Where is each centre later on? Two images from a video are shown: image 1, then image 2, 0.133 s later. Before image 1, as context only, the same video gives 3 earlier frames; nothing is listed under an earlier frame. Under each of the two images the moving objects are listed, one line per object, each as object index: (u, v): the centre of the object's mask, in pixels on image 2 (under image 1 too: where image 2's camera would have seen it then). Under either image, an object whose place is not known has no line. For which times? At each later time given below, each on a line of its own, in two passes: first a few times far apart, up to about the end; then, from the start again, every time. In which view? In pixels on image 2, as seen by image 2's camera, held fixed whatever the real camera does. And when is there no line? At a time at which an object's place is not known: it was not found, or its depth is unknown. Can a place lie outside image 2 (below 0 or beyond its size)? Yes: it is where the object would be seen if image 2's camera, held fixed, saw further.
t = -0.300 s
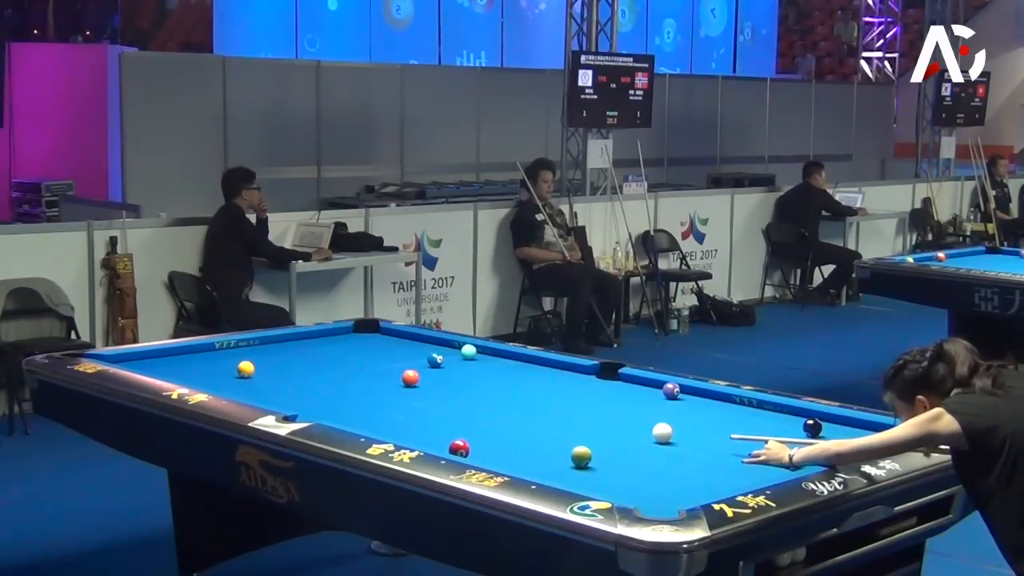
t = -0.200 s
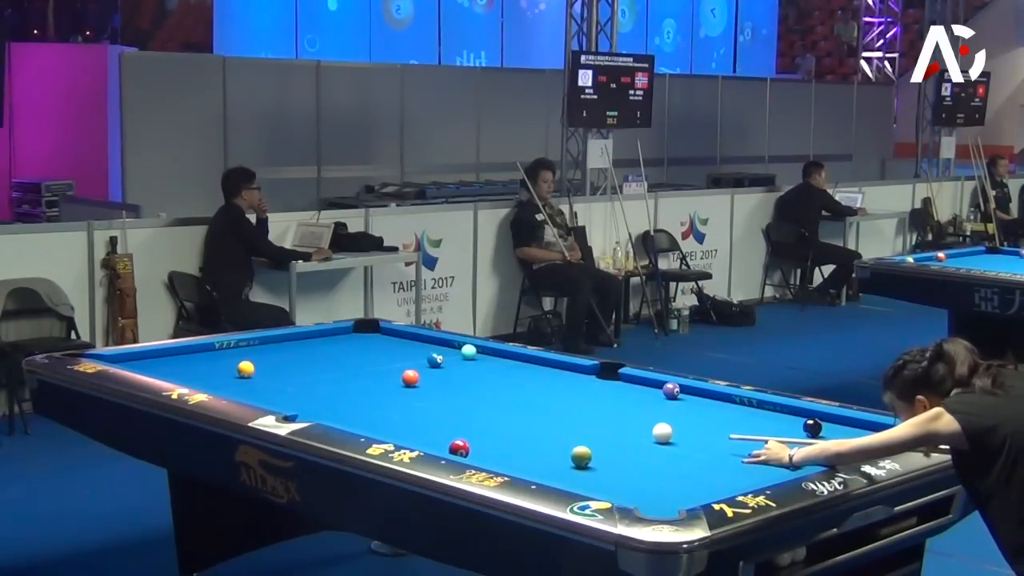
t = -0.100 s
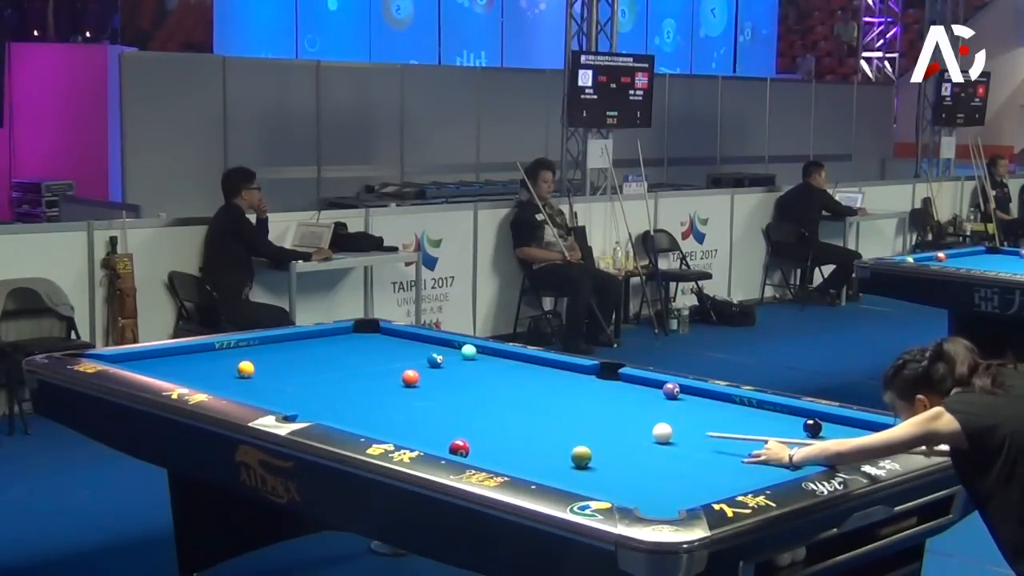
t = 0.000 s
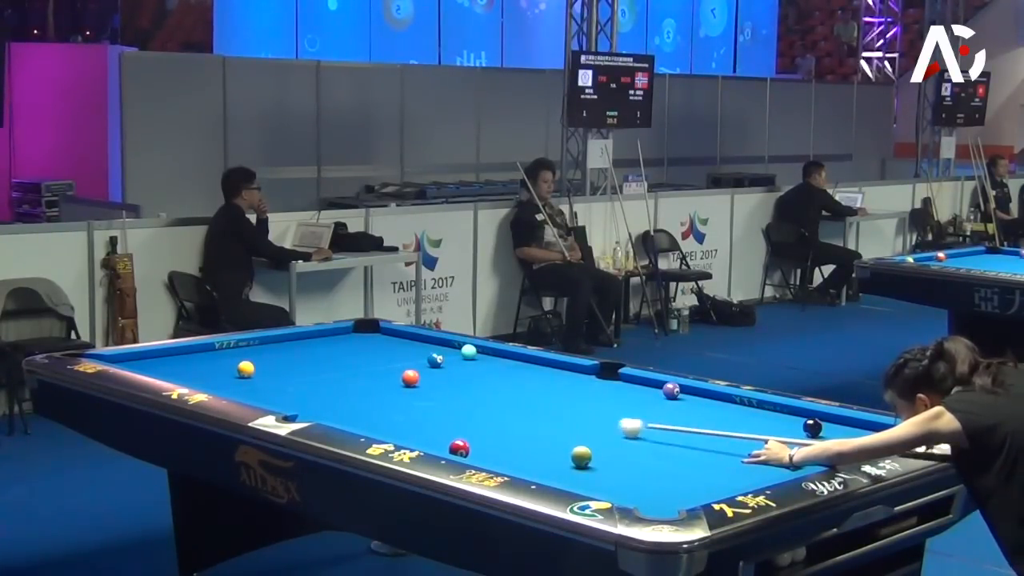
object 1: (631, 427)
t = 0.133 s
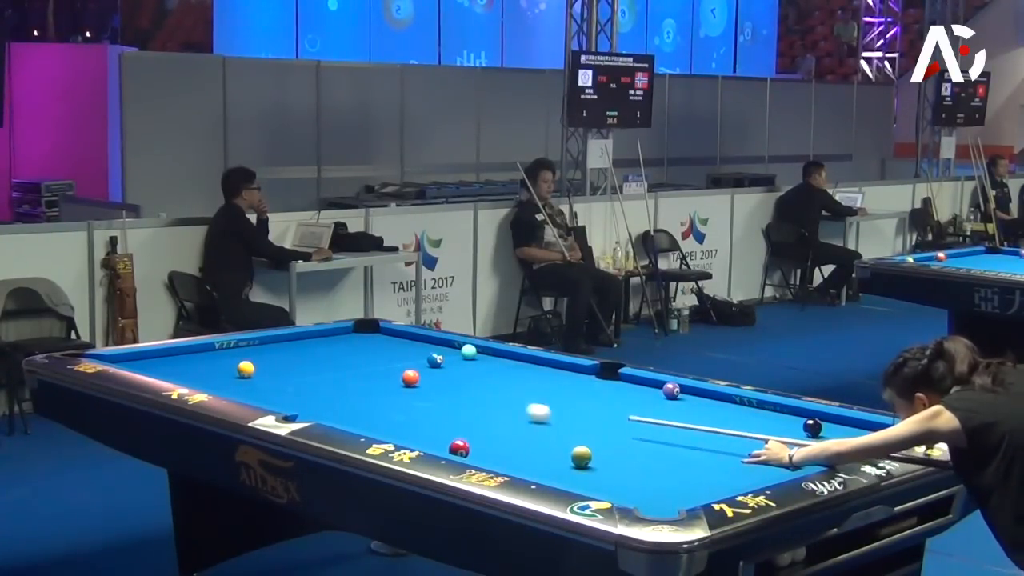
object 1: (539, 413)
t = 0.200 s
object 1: (495, 406)
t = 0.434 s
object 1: (355, 385)
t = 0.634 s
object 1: (263, 369)
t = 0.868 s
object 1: (259, 358)
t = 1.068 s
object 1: (245, 349)
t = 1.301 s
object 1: (247, 344)
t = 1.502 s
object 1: (268, 347)
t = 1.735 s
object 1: (292, 350)
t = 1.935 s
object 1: (312, 353)
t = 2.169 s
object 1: (335, 355)
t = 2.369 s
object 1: (353, 358)
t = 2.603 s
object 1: (374, 360)
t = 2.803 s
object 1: (391, 362)
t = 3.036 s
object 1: (411, 363)
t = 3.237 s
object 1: (426, 366)
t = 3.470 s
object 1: (444, 369)
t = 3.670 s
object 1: (458, 370)
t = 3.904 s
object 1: (474, 372)
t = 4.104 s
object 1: (487, 374)
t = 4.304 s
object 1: (499, 375)
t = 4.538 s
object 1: (512, 377)
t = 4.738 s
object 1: (522, 378)
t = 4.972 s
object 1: (533, 380)
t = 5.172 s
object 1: (542, 381)
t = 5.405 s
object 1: (551, 382)
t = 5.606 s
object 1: (558, 383)
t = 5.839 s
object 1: (565, 384)
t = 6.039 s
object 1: (570, 384)
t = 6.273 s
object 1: (576, 385)
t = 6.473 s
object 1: (579, 385)
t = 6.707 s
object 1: (582, 385)
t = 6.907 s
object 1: (583, 386)
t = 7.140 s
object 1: (584, 386)
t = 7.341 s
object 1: (584, 386)
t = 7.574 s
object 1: (584, 386)
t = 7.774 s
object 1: (584, 386)
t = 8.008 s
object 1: (584, 386)
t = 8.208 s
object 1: (584, 386)
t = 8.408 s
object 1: (584, 386)
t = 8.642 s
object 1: (584, 386)
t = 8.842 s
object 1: (584, 386)
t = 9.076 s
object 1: (584, 386)
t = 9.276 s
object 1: (584, 386)
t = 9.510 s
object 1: (584, 386)
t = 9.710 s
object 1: (584, 386)
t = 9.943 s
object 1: (584, 386)
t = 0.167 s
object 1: (517, 410)
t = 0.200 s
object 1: (495, 406)
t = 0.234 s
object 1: (474, 403)
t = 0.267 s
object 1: (454, 400)
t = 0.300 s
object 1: (433, 397)
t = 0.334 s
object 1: (413, 394)
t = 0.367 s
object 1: (393, 391)
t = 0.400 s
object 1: (374, 388)
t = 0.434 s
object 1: (355, 385)
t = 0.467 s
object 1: (337, 382)
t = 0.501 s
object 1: (319, 379)
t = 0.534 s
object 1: (301, 376)
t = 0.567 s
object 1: (283, 374)
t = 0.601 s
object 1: (266, 371)
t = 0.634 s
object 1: (263, 369)
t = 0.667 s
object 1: (264, 368)
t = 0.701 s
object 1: (265, 366)
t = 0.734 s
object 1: (265, 364)
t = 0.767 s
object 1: (264, 363)
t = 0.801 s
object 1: (263, 361)
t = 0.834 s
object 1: (262, 360)
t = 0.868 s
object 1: (259, 358)
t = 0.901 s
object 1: (257, 357)
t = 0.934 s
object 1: (255, 355)
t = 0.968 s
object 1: (252, 353)
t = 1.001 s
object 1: (250, 352)
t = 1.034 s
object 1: (247, 350)
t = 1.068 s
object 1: (245, 349)
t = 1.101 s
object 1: (243, 347)
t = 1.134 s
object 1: (240, 346)
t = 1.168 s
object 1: (238, 344)
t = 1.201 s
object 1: (236, 343)
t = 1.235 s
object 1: (238, 343)
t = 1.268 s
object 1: (242, 344)
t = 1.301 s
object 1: (247, 344)
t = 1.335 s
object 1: (251, 345)
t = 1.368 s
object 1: (254, 345)
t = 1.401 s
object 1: (258, 346)
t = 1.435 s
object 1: (261, 346)
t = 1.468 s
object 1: (265, 347)
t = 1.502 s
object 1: (268, 347)
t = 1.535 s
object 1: (272, 348)
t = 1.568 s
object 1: (275, 348)
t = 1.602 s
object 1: (279, 349)
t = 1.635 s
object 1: (282, 349)
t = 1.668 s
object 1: (285, 349)
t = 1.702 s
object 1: (289, 350)
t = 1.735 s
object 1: (292, 350)
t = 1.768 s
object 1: (295, 351)
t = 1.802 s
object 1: (299, 351)
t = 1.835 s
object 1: (302, 351)
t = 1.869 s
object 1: (305, 352)
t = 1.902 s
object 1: (309, 352)
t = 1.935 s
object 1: (312, 353)
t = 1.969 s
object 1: (315, 353)
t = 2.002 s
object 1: (318, 353)
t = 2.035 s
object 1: (322, 354)
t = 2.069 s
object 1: (325, 354)
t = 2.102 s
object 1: (328, 355)
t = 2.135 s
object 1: (331, 355)
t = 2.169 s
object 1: (335, 355)
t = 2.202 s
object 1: (338, 356)
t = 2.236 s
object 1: (341, 356)
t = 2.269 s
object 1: (344, 356)
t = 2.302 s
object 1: (347, 357)
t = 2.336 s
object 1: (350, 357)
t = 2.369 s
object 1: (353, 358)
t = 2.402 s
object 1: (356, 358)
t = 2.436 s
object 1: (359, 358)
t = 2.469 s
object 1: (362, 359)
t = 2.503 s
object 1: (365, 359)
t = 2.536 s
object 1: (368, 360)
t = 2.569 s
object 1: (371, 360)
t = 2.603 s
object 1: (374, 360)
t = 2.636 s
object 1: (377, 361)
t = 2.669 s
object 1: (380, 361)
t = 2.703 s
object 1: (383, 361)
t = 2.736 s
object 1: (386, 362)
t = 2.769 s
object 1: (388, 362)
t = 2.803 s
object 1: (391, 362)
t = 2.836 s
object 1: (394, 362)
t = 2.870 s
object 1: (397, 363)
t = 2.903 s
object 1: (400, 363)
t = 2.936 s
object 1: (402, 363)
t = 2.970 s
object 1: (405, 363)
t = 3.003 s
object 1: (408, 363)
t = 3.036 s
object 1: (411, 363)
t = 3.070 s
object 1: (414, 364)
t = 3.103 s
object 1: (416, 364)
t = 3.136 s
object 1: (419, 365)
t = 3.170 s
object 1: (422, 366)
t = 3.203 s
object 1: (424, 366)
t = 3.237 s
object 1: (426, 366)
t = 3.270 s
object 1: (429, 367)
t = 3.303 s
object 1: (432, 367)
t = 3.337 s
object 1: (434, 367)
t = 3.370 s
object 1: (437, 368)
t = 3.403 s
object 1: (439, 368)
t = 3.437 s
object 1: (441, 368)
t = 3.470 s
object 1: (444, 369)
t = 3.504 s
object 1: (447, 369)
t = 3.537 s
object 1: (449, 369)
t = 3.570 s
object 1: (451, 369)
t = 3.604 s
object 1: (454, 369)
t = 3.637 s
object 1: (456, 370)
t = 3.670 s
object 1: (458, 370)
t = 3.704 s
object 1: (461, 370)
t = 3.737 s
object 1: (463, 371)
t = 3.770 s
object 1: (465, 371)
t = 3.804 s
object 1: (467, 371)
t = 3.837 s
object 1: (470, 372)
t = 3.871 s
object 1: (472, 372)
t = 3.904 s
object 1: (474, 372)
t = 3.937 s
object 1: (476, 372)
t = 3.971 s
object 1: (478, 373)
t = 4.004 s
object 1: (480, 373)
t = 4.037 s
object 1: (482, 373)
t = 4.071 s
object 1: (485, 373)
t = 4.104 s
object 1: (487, 374)
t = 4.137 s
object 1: (489, 374)
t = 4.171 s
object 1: (491, 374)
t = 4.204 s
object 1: (493, 374)
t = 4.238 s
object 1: (495, 375)
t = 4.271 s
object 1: (497, 375)
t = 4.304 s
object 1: (499, 375)
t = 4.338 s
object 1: (501, 375)
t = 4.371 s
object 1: (502, 376)
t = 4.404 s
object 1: (504, 376)
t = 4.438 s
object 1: (506, 376)
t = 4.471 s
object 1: (508, 377)
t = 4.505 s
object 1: (510, 377)
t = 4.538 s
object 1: (512, 377)
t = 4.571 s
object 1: (514, 377)
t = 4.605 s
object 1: (515, 377)
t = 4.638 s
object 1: (517, 378)
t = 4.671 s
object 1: (519, 378)
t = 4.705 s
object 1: (520, 378)
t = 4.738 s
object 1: (522, 378)
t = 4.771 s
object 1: (524, 379)
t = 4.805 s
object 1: (526, 379)
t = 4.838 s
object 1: (527, 379)
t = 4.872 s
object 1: (529, 379)
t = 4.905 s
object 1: (530, 379)
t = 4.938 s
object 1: (532, 379)
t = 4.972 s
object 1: (533, 380)
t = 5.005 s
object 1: (535, 380)
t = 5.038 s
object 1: (536, 380)
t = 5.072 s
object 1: (538, 380)
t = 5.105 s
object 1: (539, 380)
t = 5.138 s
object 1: (541, 380)
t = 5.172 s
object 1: (542, 381)
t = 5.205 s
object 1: (543, 381)
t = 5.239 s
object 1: (545, 381)
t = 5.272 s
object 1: (546, 381)
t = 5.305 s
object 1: (547, 381)
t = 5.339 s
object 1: (549, 381)
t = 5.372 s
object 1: (550, 382)
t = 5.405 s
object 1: (551, 382)
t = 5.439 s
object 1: (552, 382)
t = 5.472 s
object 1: (553, 382)
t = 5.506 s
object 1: (555, 382)
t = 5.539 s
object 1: (556, 382)
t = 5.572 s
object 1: (557, 383)
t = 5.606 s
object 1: (558, 383)
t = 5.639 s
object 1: (559, 383)
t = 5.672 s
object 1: (560, 383)
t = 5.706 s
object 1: (561, 383)
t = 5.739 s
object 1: (563, 383)
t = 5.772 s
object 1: (564, 383)
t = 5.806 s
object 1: (564, 383)
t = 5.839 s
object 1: (565, 384)
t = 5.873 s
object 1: (566, 384)
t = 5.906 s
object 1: (567, 384)
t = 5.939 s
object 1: (568, 384)
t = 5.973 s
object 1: (569, 384)
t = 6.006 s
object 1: (569, 384)
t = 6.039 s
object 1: (570, 384)
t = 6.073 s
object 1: (571, 384)
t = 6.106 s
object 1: (572, 384)
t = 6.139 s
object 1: (573, 385)
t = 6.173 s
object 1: (574, 385)
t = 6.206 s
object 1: (574, 385)
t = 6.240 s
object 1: (575, 385)
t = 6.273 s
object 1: (576, 385)
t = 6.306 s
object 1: (576, 385)
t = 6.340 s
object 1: (577, 385)
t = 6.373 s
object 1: (577, 385)
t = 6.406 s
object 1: (578, 385)
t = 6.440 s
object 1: (578, 385)
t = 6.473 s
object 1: (579, 385)
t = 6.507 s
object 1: (579, 385)
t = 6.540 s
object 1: (580, 385)
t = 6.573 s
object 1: (580, 385)
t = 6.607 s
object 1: (581, 385)
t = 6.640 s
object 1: (581, 386)
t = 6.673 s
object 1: (581, 385)
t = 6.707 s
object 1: (582, 385)
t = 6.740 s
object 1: (582, 386)
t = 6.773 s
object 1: (582, 386)
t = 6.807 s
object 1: (582, 386)
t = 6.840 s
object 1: (583, 386)
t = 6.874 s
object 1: (583, 386)
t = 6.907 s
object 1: (583, 386)
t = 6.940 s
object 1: (583, 386)
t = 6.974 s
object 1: (583, 386)
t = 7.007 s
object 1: (584, 386)
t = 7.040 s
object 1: (584, 386)
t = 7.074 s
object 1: (584, 386)
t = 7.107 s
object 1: (584, 386)
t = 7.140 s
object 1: (584, 386)
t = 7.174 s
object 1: (584, 386)
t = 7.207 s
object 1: (584, 386)
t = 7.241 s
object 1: (584, 386)
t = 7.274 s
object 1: (584, 386)
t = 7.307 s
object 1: (584, 386)
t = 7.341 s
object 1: (584, 386)
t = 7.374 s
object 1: (584, 386)
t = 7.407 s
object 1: (584, 386)
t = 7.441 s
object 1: (584, 386)
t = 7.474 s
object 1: (584, 386)
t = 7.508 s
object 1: (584, 386)
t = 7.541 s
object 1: (584, 386)
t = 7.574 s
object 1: (584, 386)
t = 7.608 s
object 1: (584, 386)
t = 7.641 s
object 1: (584, 386)
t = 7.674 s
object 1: (584, 386)
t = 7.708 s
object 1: (584, 386)
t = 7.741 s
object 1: (584, 386)
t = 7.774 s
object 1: (584, 386)
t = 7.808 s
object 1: (584, 386)
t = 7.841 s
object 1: (584, 386)
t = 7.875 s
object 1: (584, 386)
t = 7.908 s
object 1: (584, 386)
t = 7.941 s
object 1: (584, 386)
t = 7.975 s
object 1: (584, 386)
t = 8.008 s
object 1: (584, 386)
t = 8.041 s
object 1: (584, 386)
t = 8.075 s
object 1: (584, 386)
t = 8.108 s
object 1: (584, 386)
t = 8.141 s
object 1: (584, 386)
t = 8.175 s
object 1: (584, 386)
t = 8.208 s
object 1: (584, 386)
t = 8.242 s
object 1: (584, 386)
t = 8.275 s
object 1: (584, 386)
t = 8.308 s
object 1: (584, 386)
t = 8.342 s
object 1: (584, 386)
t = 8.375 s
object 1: (584, 386)
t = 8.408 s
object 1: (584, 386)
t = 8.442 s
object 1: (584, 386)
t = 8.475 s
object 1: (584, 386)
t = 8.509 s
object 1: (584, 386)
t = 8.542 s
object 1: (584, 386)
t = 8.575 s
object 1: (584, 386)
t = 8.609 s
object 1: (584, 386)
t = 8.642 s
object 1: (584, 386)
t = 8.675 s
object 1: (584, 386)
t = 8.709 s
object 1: (584, 386)
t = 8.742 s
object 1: (584, 386)
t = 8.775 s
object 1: (584, 386)
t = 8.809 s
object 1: (584, 386)
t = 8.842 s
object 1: (584, 386)
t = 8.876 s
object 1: (584, 386)
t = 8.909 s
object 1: (584, 386)
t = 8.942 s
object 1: (584, 386)
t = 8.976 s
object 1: (584, 386)
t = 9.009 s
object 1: (584, 386)
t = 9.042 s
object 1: (584, 386)
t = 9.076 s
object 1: (584, 386)
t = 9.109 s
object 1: (584, 386)
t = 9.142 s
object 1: (584, 386)
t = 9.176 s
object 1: (584, 386)
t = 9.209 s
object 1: (584, 386)
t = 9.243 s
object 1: (584, 386)
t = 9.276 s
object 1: (584, 386)
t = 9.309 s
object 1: (584, 386)
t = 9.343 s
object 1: (584, 386)
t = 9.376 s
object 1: (584, 386)
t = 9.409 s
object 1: (584, 386)
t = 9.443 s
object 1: (584, 386)
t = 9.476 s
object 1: (584, 386)
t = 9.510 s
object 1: (584, 386)
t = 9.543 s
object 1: (584, 386)
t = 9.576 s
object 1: (584, 386)
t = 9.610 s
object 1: (584, 386)
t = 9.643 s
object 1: (584, 386)
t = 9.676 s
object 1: (584, 386)
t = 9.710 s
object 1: (584, 386)
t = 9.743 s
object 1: (584, 386)
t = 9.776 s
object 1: (584, 386)
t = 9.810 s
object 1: (584, 386)
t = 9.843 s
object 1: (584, 386)
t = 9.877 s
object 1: (584, 386)
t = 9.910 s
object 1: (584, 386)
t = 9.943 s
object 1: (584, 386)
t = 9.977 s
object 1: (584, 386)
